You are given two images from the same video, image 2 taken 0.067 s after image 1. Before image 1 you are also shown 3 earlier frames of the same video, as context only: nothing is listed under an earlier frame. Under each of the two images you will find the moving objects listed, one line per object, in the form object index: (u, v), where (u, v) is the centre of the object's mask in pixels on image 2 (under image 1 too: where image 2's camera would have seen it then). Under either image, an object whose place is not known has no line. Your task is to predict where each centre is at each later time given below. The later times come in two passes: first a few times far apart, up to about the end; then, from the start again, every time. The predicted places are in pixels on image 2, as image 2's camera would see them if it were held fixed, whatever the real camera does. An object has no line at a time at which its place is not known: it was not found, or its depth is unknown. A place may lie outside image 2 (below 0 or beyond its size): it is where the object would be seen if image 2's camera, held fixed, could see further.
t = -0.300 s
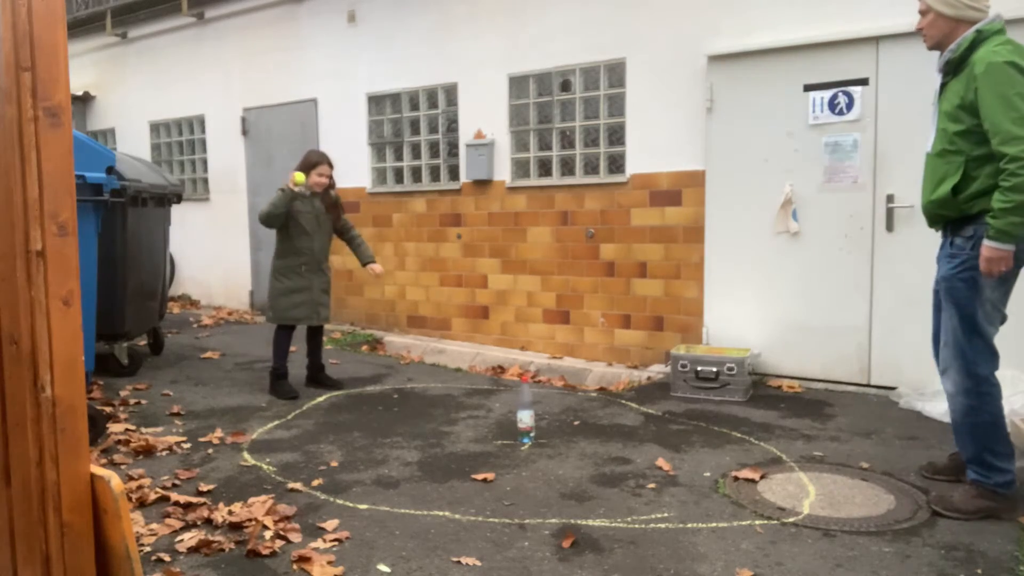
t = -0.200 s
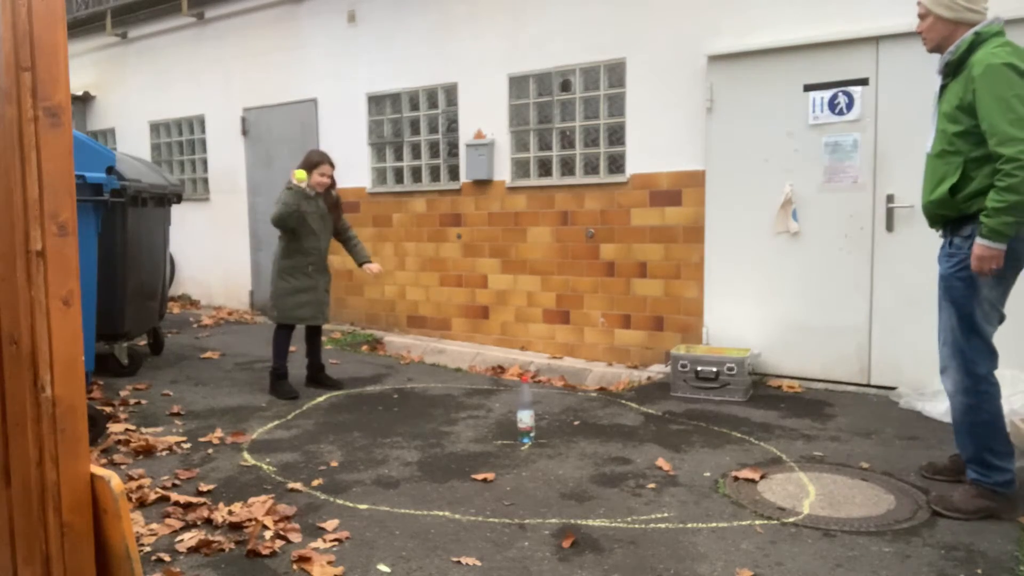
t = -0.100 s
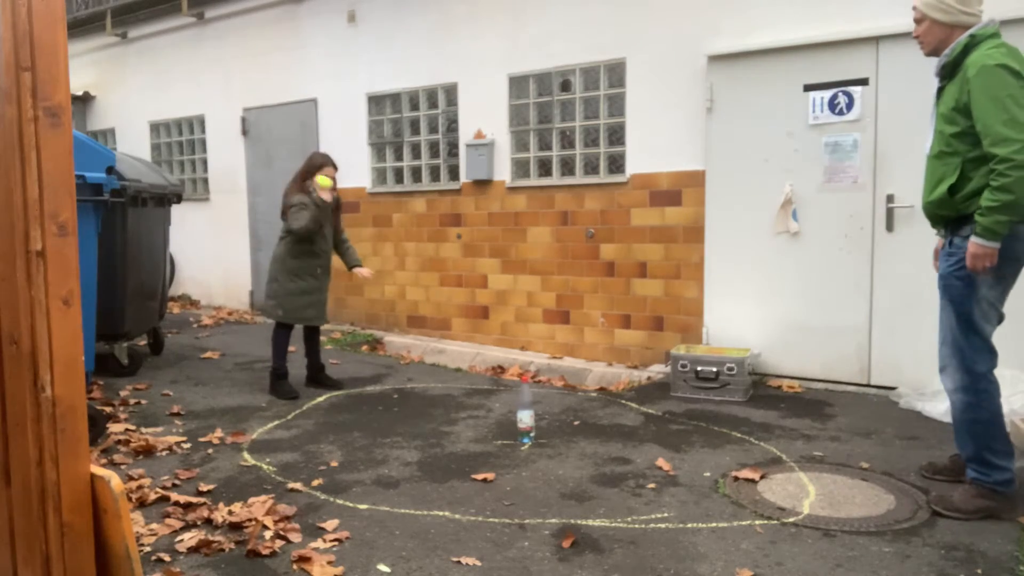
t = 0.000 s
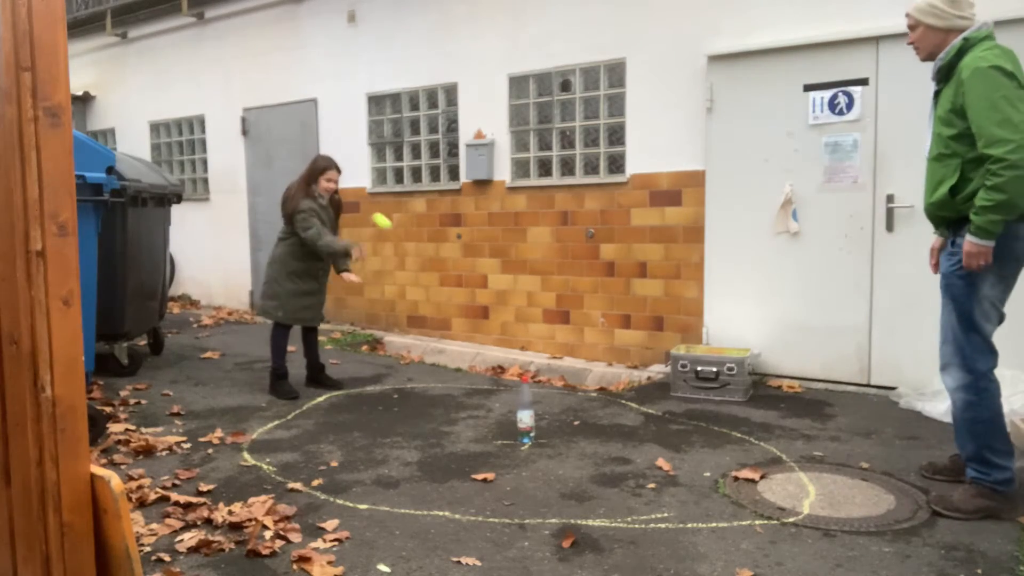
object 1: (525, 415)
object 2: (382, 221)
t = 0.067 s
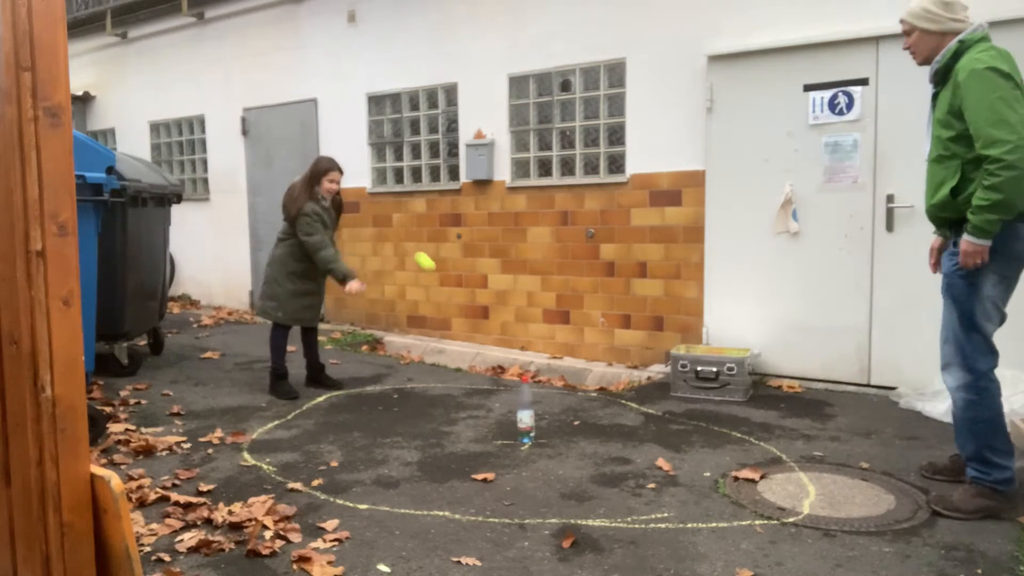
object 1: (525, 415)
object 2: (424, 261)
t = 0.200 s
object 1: (526, 415)
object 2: (517, 371)
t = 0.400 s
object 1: (567, 434)
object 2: (537, 441)
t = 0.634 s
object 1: (572, 432)
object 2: (481, 439)
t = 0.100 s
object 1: (525, 415)
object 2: (447, 285)
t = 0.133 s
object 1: (525, 415)
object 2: (470, 311)
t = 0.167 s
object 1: (525, 415)
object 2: (493, 340)
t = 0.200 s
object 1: (526, 415)
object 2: (517, 371)
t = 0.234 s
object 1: (532, 423)
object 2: (522, 379)
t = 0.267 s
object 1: (549, 418)
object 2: (525, 386)
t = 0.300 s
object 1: (555, 427)
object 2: (528, 396)
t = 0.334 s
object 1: (560, 432)
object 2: (531, 409)
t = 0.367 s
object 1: (564, 433)
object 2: (533, 424)
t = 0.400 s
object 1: (567, 434)
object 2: (537, 441)
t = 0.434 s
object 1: (567, 434)
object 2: (538, 458)
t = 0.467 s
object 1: (567, 434)
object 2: (529, 447)
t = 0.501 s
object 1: (568, 433)
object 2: (520, 441)
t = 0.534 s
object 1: (570, 433)
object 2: (510, 437)
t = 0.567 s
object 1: (571, 432)
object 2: (501, 435)
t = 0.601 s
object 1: (571, 432)
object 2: (491, 436)
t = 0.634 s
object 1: (572, 432)
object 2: (481, 439)
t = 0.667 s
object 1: (572, 431)
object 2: (471, 446)
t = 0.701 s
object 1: (573, 430)
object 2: (461, 455)
